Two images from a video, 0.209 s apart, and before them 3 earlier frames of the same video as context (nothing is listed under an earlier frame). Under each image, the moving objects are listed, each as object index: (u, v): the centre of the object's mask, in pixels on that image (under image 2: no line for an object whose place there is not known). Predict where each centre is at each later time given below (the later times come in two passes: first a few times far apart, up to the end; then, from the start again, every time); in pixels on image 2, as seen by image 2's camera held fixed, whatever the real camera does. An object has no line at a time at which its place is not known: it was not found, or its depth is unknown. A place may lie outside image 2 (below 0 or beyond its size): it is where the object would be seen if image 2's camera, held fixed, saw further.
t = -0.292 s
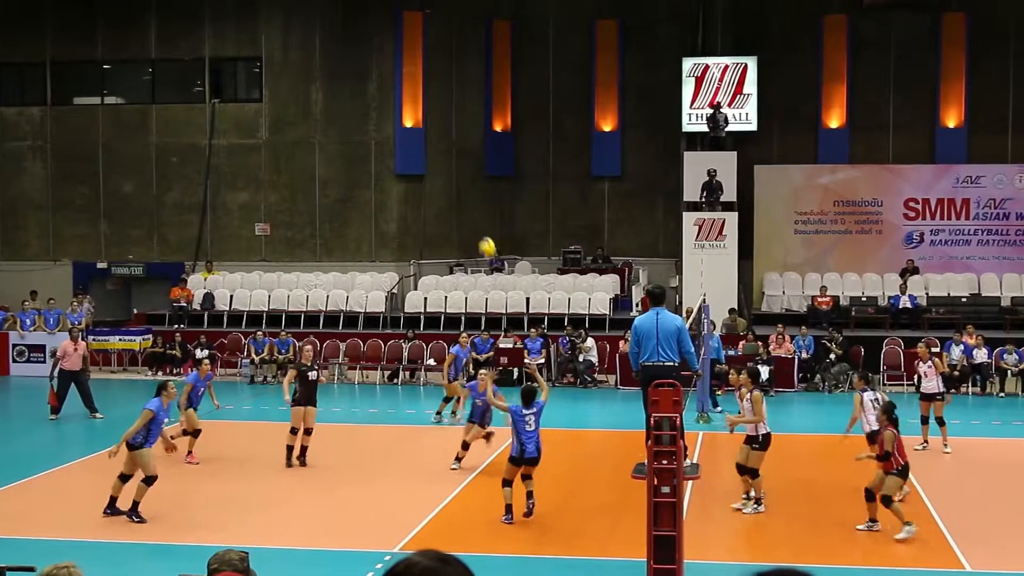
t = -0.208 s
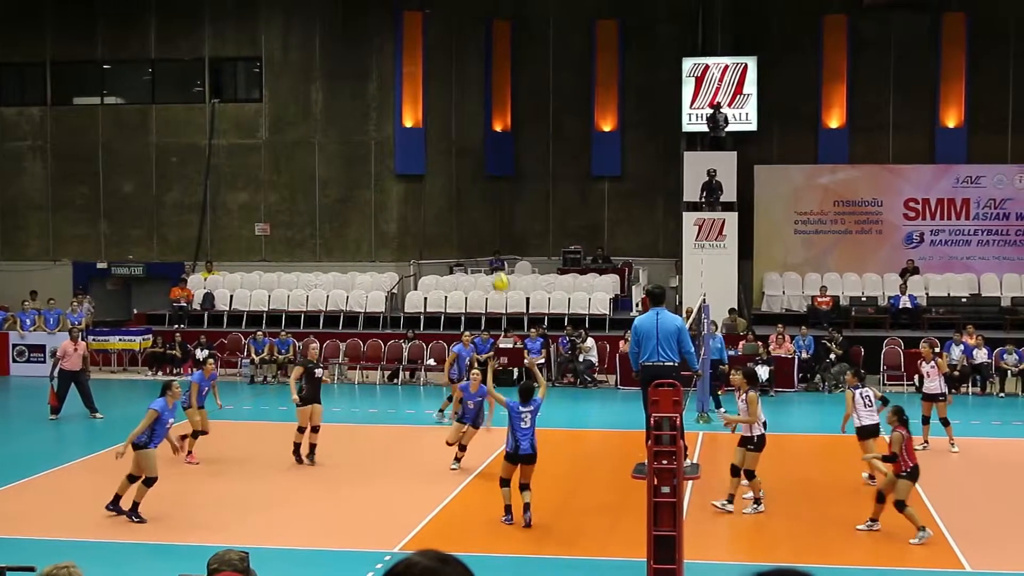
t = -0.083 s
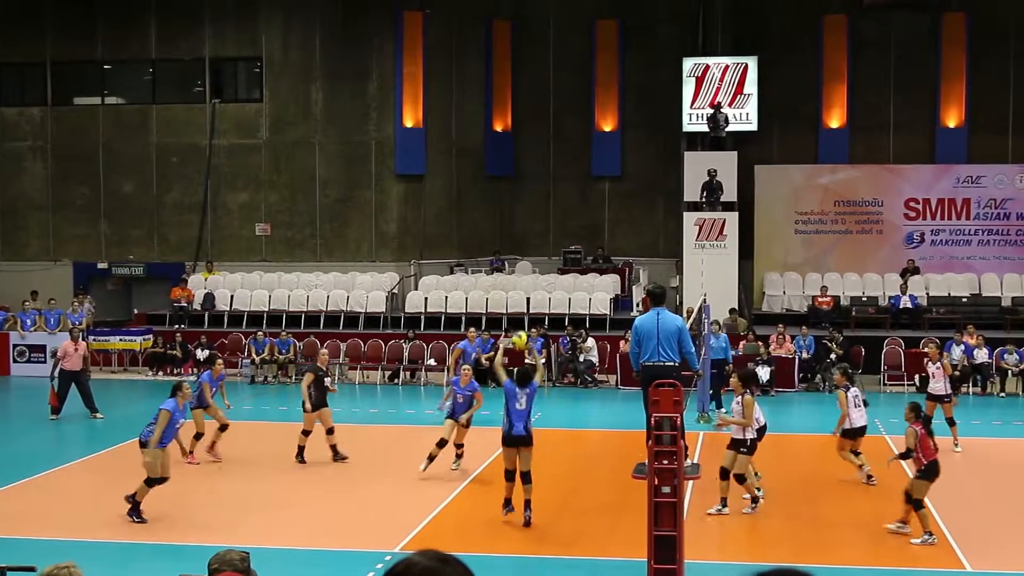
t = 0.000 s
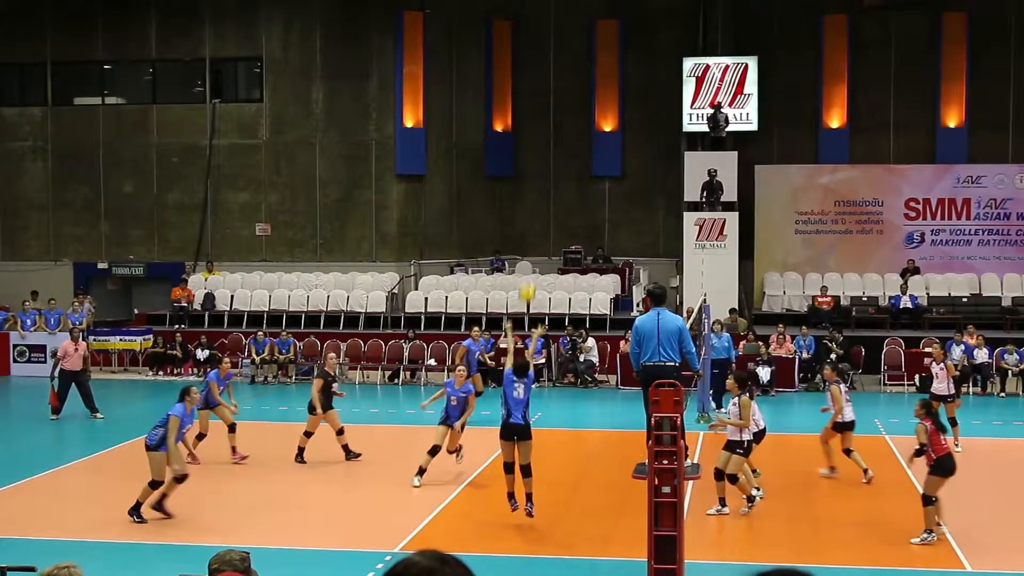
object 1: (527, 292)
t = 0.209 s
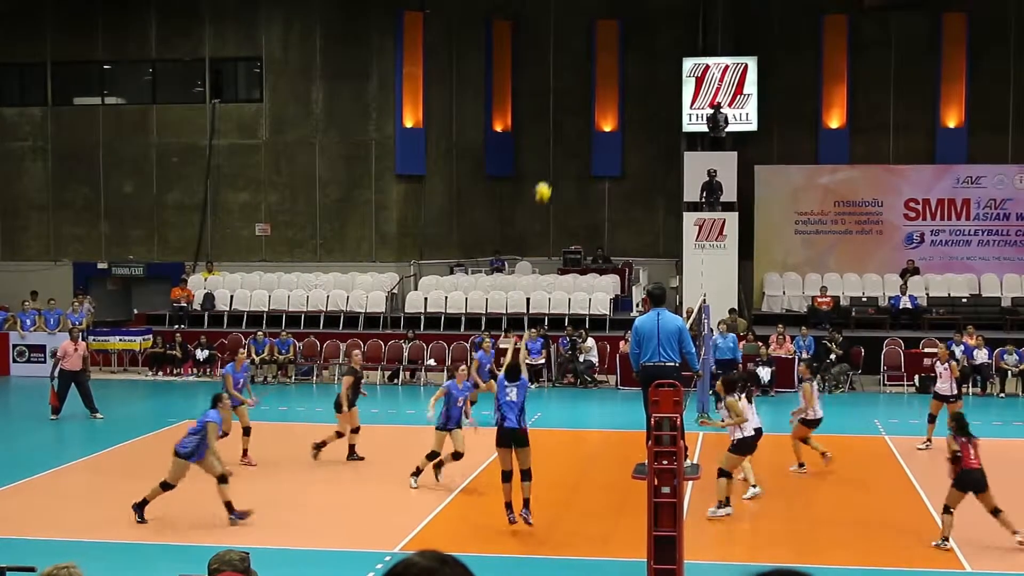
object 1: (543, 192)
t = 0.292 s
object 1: (549, 165)
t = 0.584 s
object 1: (566, 119)
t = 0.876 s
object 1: (581, 136)
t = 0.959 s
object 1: (585, 150)
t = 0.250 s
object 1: (546, 177)
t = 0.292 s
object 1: (549, 165)
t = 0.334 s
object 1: (551, 154)
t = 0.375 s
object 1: (554, 144)
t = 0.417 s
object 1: (556, 136)
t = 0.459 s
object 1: (559, 130)
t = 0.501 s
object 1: (561, 125)
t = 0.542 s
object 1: (563, 121)
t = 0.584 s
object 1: (566, 119)
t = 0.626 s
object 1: (568, 118)
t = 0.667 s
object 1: (570, 118)
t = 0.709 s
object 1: (572, 119)
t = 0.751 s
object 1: (575, 121)
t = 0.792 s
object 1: (577, 125)
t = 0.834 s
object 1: (579, 130)
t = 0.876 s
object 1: (581, 136)
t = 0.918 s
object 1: (583, 143)
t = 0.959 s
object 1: (585, 150)
